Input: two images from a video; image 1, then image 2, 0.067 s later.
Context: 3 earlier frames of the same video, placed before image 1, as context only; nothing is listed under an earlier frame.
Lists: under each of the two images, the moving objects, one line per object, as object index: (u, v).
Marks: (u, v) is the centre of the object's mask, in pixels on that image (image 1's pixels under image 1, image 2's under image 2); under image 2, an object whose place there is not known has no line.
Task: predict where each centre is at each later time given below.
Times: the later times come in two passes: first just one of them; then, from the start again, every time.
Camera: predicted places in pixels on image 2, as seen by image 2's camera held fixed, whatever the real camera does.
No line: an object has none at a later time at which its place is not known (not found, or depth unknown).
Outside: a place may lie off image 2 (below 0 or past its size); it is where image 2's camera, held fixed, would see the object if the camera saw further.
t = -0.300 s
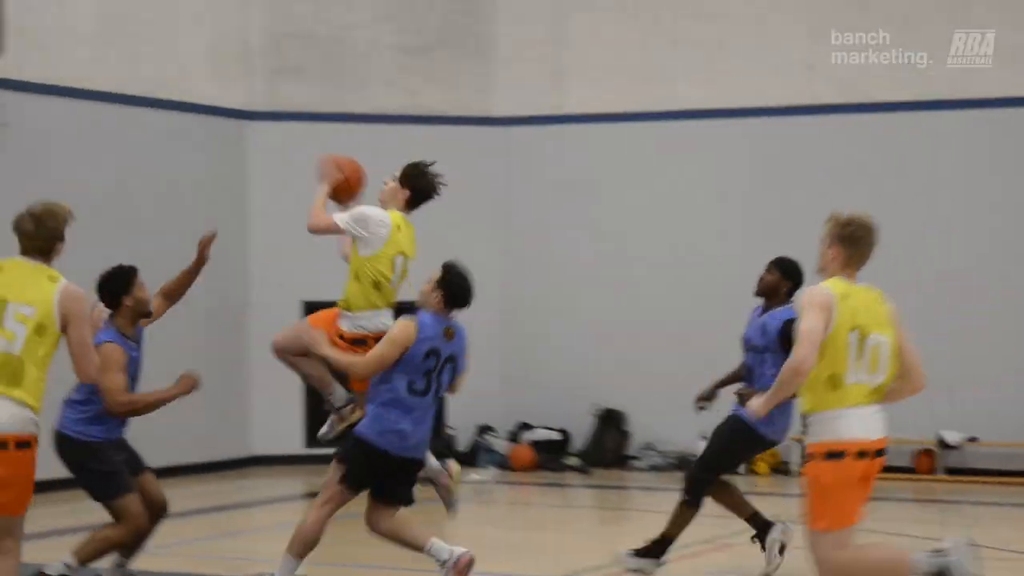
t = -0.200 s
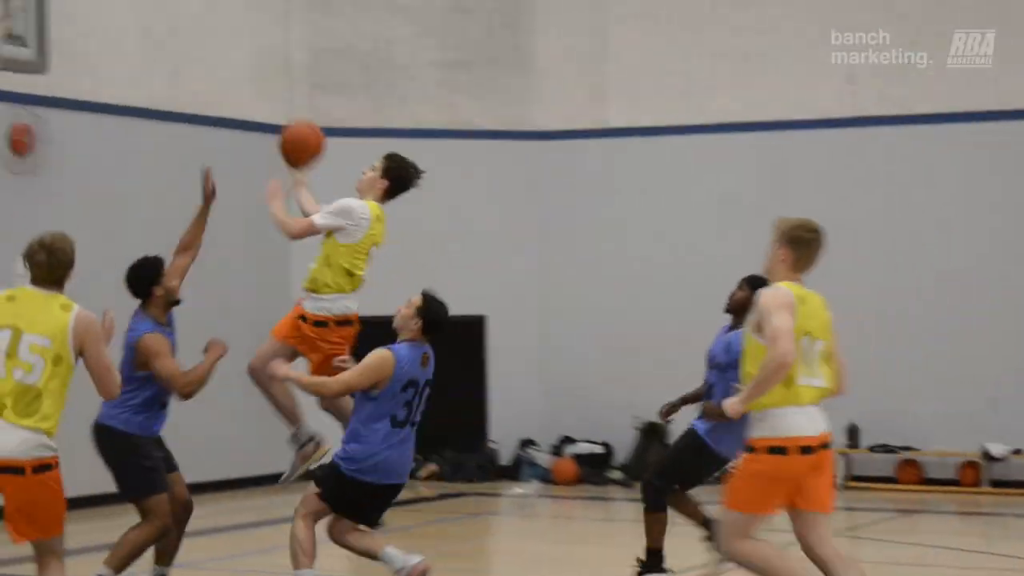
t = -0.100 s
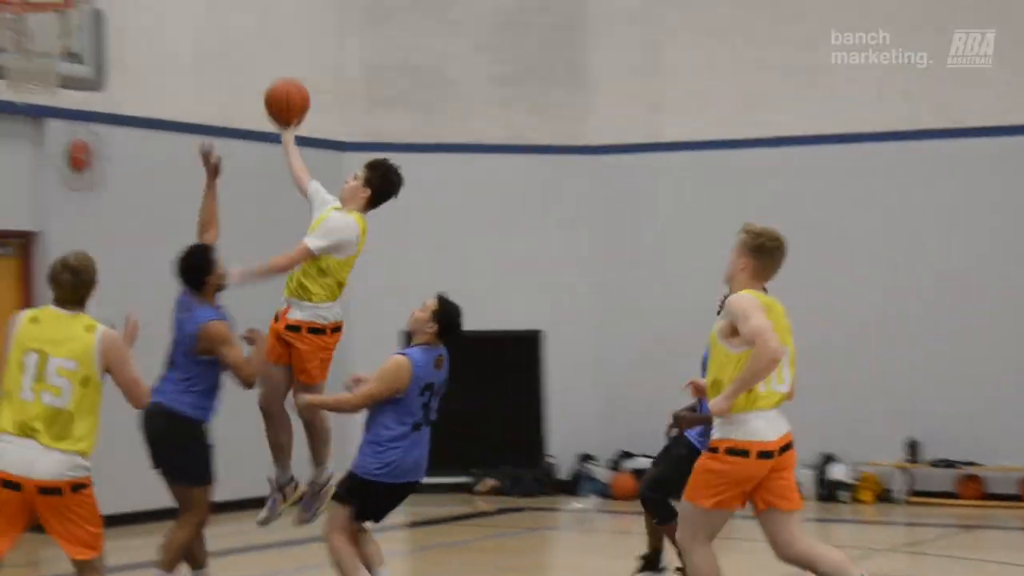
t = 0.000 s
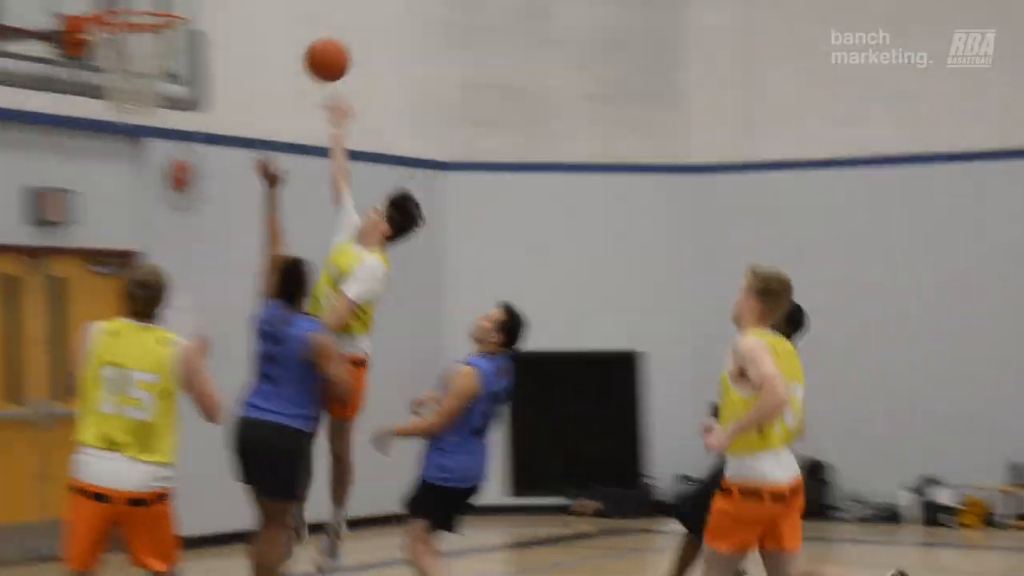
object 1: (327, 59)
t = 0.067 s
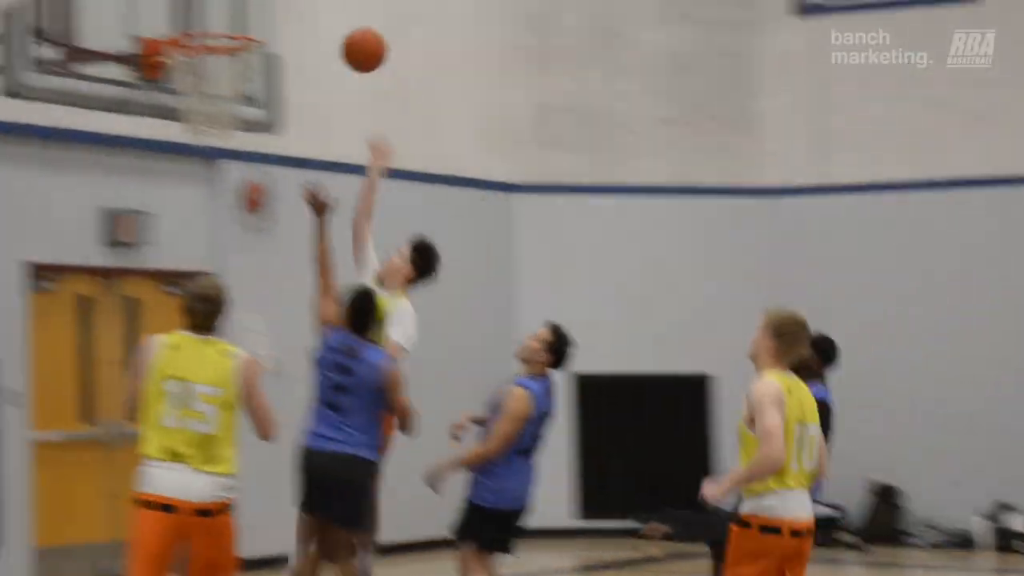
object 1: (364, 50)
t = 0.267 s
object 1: (259, 3)
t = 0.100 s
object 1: (347, 37)
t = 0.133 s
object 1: (328, 26)
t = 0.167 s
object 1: (311, 17)
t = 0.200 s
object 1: (293, 10)
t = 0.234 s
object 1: (275, 5)
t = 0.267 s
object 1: (259, 3)
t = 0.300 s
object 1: (242, 1)
